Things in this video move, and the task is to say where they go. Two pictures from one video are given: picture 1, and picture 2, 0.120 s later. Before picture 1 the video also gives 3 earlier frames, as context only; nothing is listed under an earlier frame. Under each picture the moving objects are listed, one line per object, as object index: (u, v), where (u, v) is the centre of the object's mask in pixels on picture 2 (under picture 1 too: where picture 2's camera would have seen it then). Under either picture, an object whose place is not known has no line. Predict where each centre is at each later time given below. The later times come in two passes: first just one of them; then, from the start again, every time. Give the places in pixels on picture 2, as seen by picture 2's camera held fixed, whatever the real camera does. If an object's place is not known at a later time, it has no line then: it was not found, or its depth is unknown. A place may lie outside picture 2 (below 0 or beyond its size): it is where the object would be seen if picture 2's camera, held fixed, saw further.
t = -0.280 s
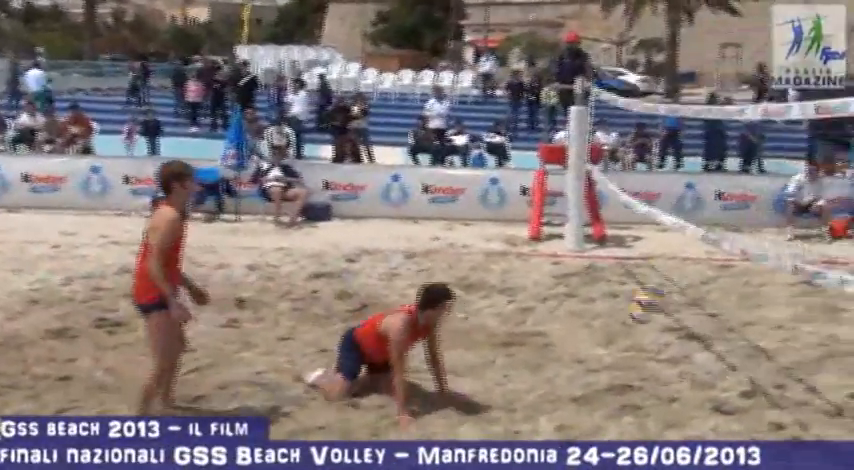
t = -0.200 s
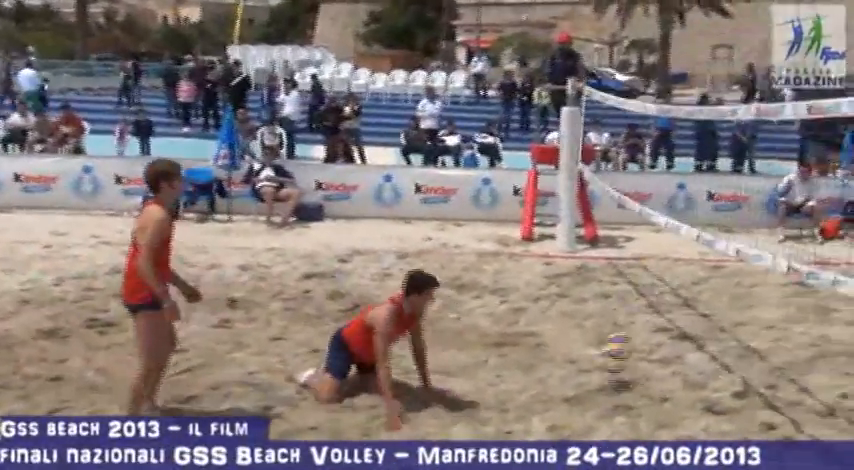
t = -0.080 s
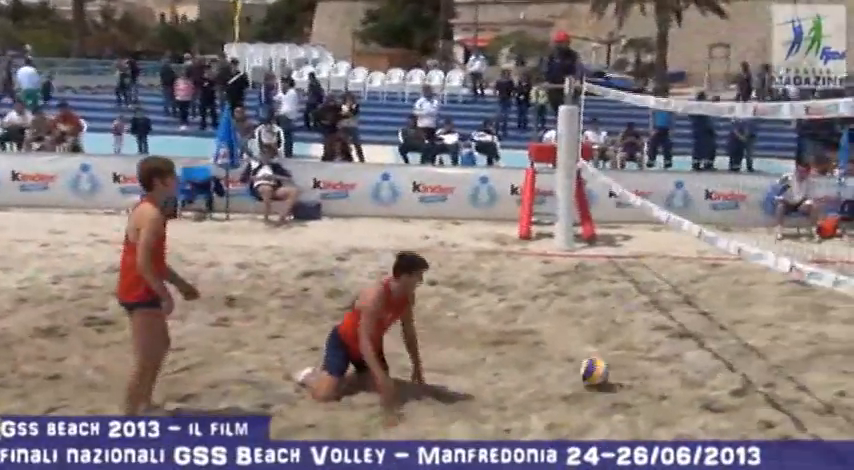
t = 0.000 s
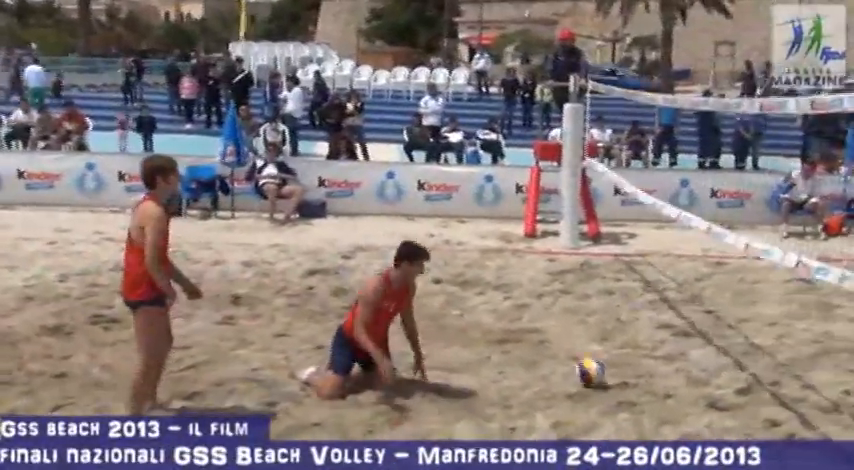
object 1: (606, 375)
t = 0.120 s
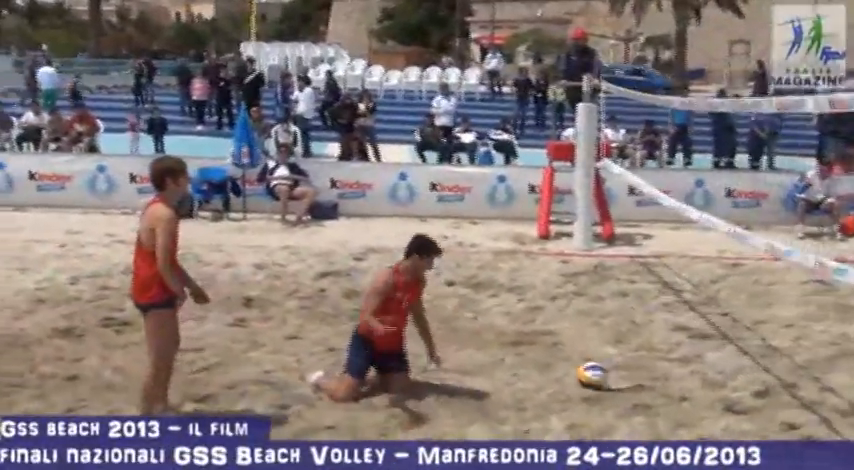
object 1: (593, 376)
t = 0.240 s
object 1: (583, 373)
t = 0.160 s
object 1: (589, 374)
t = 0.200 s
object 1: (587, 374)
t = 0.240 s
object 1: (583, 373)
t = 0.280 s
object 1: (580, 373)
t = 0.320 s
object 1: (578, 373)
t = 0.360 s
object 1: (574, 373)
